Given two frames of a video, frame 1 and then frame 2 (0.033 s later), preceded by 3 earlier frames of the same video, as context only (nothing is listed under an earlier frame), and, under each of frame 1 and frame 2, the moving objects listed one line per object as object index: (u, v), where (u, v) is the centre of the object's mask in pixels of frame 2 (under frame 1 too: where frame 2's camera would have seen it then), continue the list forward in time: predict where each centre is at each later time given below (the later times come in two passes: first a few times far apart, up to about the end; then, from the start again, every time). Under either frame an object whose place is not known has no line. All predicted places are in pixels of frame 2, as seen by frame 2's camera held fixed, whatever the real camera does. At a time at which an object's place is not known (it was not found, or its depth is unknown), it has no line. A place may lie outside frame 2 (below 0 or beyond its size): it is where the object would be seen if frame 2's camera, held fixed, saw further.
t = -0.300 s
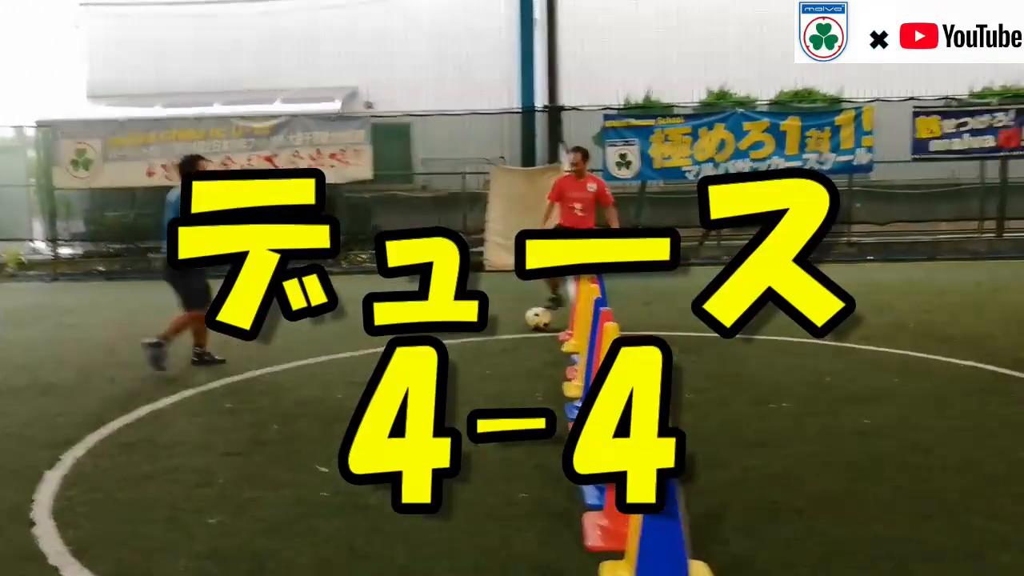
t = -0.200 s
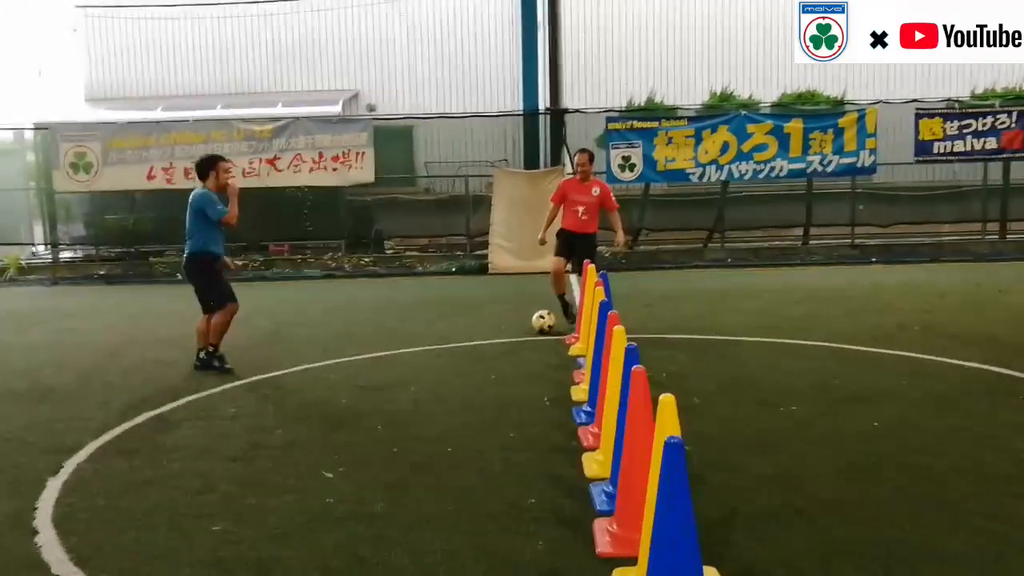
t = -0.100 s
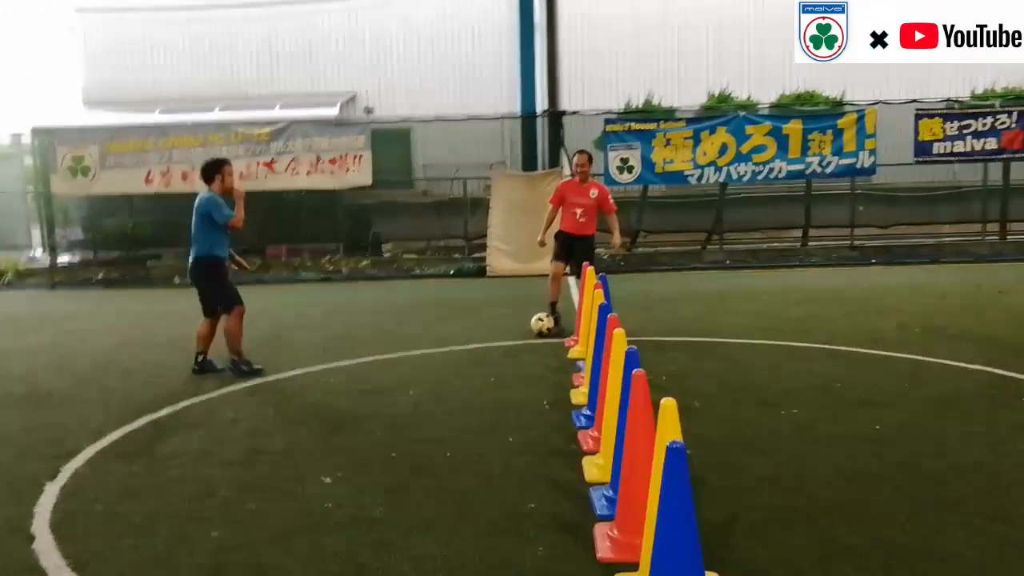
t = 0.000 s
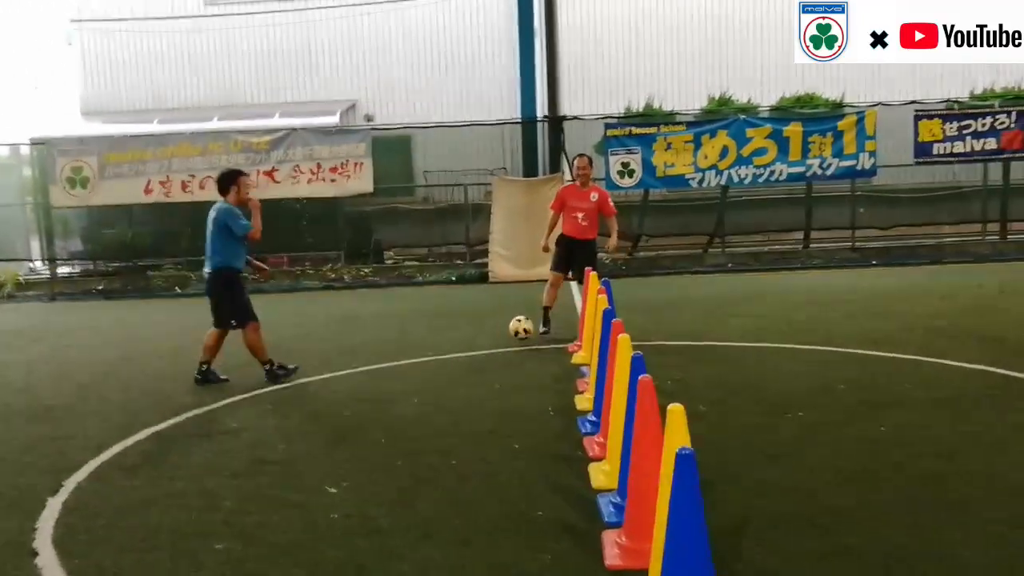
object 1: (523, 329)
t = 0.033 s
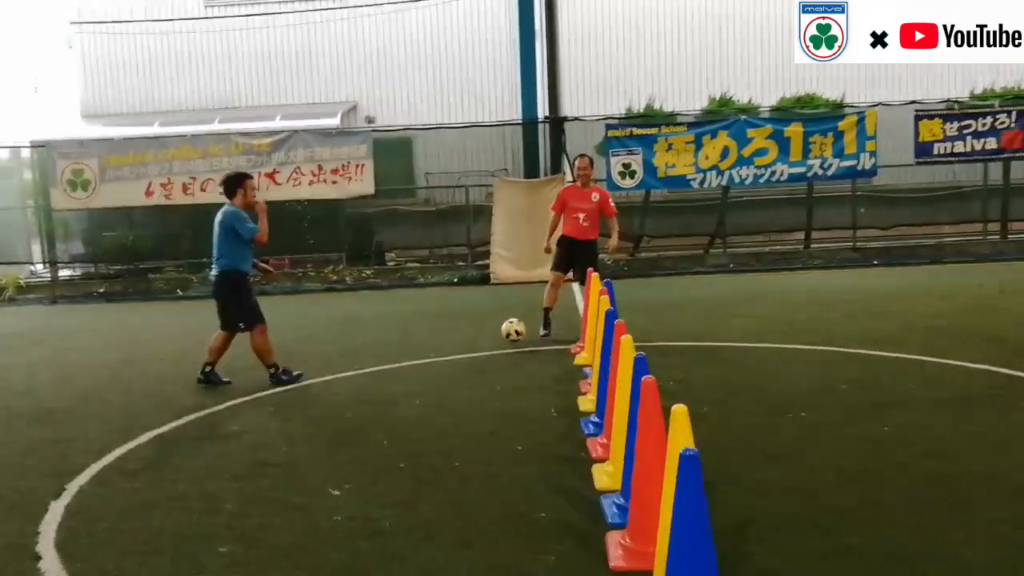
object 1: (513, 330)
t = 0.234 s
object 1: (461, 342)
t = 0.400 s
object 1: (426, 350)
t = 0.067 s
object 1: (504, 333)
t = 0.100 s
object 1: (493, 337)
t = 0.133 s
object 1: (482, 343)
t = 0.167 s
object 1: (474, 345)
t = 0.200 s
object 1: (467, 343)
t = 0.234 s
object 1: (461, 342)
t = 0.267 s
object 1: (455, 343)
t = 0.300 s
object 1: (447, 344)
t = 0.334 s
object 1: (440, 348)
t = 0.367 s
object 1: (434, 352)
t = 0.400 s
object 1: (426, 350)
